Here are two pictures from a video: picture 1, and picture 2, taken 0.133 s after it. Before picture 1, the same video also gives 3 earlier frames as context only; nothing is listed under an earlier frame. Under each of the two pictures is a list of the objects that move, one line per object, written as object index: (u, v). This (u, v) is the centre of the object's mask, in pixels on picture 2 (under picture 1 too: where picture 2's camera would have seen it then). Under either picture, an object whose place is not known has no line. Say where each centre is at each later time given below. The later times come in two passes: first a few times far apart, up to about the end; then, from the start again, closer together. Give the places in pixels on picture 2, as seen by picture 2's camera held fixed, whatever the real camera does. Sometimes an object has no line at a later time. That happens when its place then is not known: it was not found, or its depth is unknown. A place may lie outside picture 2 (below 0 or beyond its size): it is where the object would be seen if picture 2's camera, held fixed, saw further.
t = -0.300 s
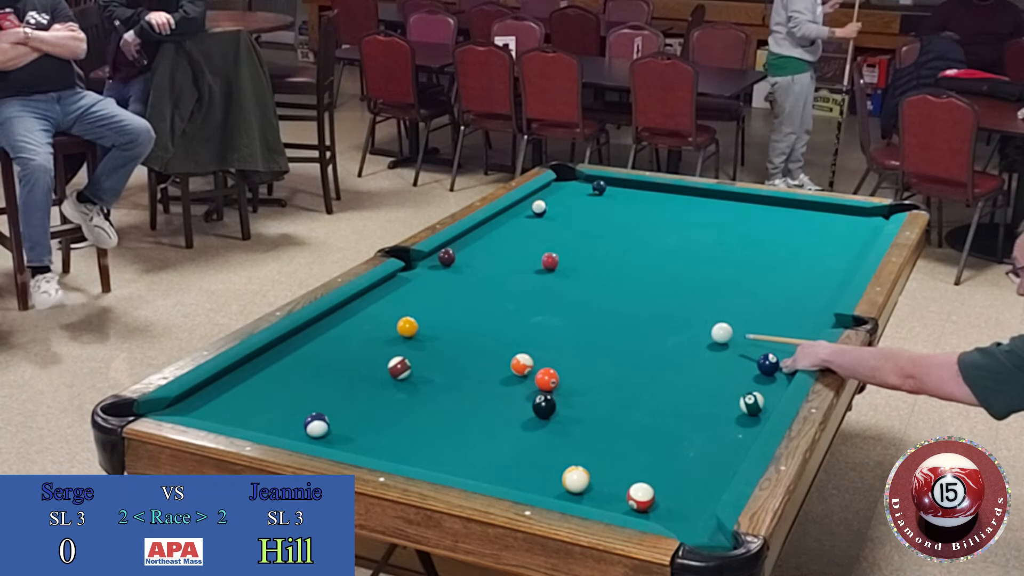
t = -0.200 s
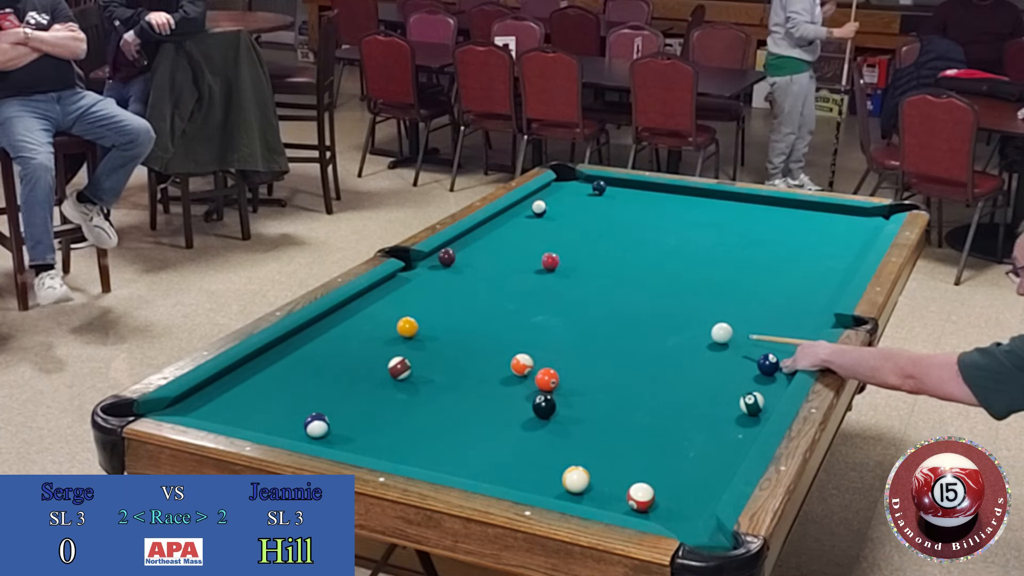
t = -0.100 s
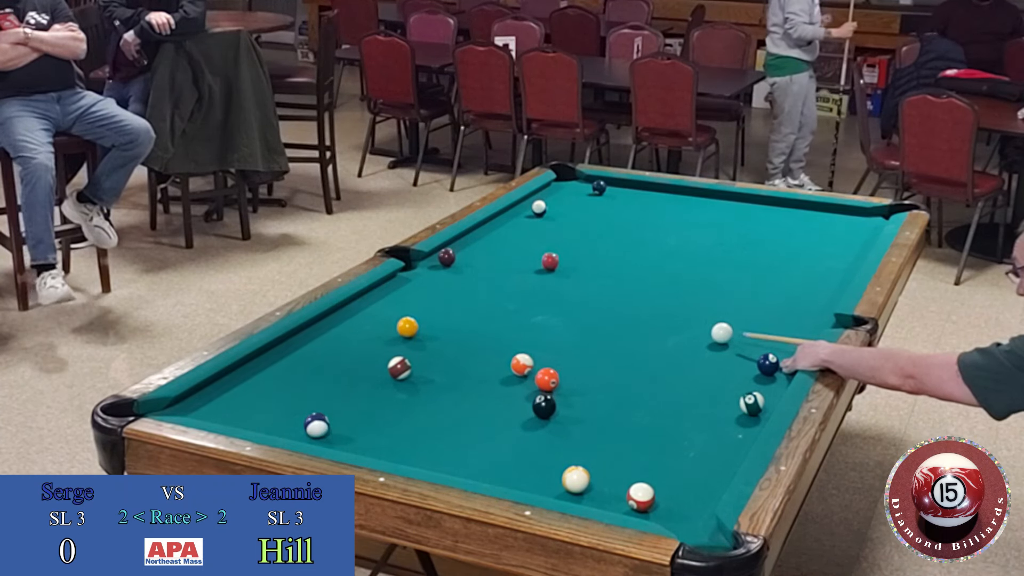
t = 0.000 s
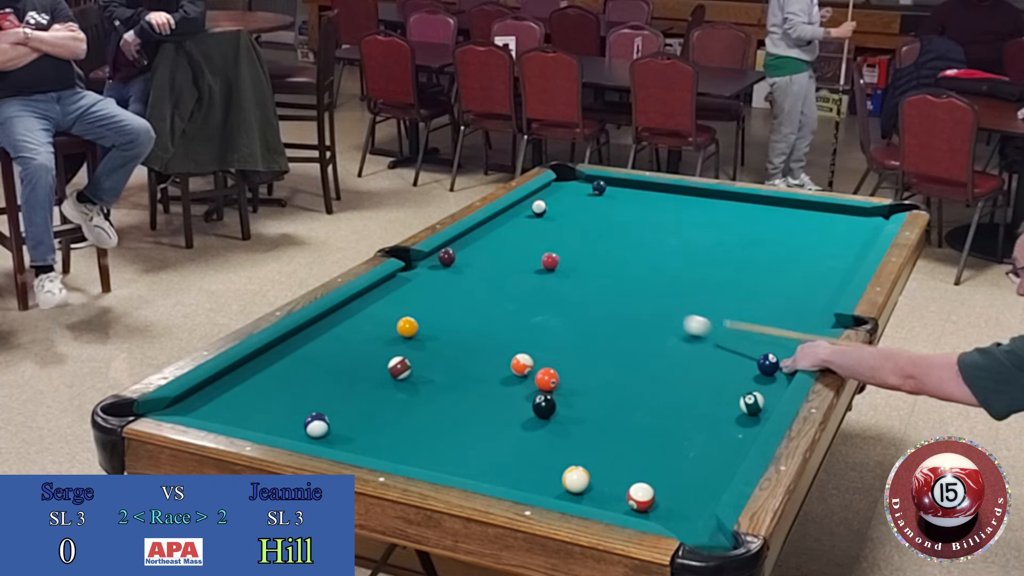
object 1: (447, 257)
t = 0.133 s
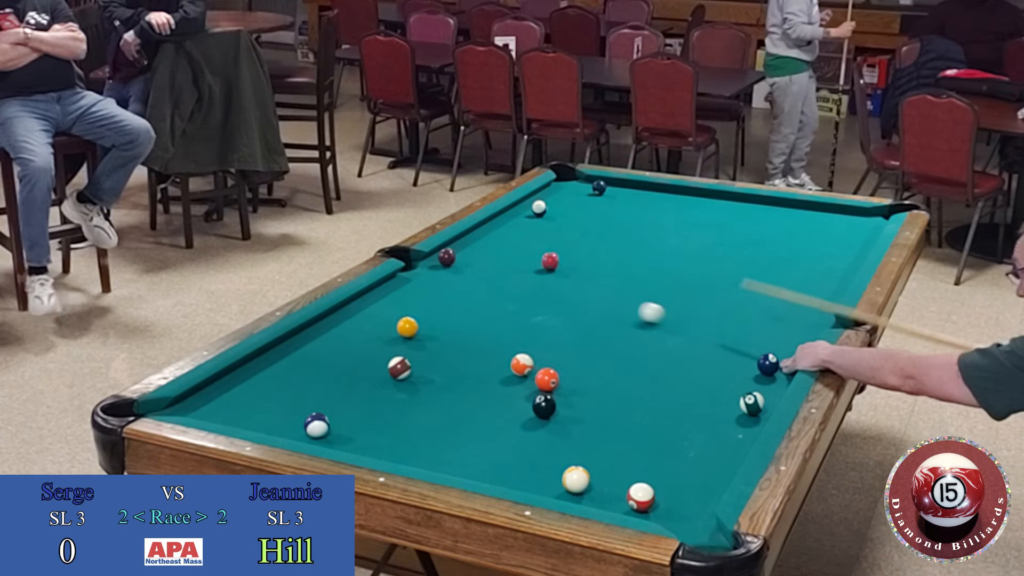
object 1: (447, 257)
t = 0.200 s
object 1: (447, 257)
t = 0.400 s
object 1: (447, 257)
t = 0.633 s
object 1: (447, 257)
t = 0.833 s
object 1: (437, 255)
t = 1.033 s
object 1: (434, 260)
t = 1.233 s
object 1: (437, 266)
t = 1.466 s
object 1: (441, 272)
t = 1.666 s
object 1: (444, 278)
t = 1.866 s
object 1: (446, 282)
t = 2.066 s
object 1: (449, 287)
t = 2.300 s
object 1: (451, 292)
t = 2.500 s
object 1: (453, 296)
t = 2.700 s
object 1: (455, 300)
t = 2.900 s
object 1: (457, 304)
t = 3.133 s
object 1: (459, 308)
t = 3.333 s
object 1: (460, 310)
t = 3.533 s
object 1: (461, 313)
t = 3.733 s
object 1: (461, 315)
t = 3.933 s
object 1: (462, 317)
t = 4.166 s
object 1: (462, 319)
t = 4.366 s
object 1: (462, 320)
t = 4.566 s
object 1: (463, 321)
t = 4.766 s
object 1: (463, 321)
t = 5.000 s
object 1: (463, 320)
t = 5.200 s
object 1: (463, 320)
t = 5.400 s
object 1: (463, 320)
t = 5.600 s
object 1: (463, 321)
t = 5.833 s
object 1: (463, 320)
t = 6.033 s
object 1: (463, 320)
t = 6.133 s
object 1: (463, 321)
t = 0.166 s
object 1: (447, 257)
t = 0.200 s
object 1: (447, 257)
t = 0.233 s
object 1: (447, 257)
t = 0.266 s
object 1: (447, 257)
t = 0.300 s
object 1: (447, 257)
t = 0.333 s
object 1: (447, 257)
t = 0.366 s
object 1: (447, 257)
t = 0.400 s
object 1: (447, 257)
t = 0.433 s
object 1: (447, 257)
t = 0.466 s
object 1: (447, 257)
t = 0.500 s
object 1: (447, 257)
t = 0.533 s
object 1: (447, 257)
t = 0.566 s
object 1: (447, 257)
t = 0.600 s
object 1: (447, 257)
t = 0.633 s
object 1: (447, 257)
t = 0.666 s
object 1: (447, 257)
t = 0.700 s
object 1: (447, 257)
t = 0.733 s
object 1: (447, 257)
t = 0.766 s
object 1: (446, 257)
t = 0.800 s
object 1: (444, 256)
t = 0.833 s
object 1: (437, 255)
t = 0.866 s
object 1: (432, 256)
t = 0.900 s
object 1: (432, 257)
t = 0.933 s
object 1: (433, 258)
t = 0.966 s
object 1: (433, 259)
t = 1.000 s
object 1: (434, 259)
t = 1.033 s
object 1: (434, 260)
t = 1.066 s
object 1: (435, 261)
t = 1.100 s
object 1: (435, 262)
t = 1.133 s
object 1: (436, 263)
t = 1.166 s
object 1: (436, 264)
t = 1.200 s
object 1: (437, 265)
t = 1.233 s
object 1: (437, 266)
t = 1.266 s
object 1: (438, 267)
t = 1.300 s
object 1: (438, 268)
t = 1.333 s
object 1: (439, 269)
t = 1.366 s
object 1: (439, 270)
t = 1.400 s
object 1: (440, 271)
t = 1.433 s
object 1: (440, 271)
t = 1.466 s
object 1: (441, 272)
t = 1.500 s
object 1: (441, 273)
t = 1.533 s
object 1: (441, 274)
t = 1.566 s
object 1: (442, 275)
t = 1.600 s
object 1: (443, 276)
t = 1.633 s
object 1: (443, 277)
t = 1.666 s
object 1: (444, 278)
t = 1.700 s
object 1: (444, 279)
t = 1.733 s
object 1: (444, 279)
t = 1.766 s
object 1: (445, 280)
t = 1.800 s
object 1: (445, 281)
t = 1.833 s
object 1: (446, 282)
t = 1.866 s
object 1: (446, 282)
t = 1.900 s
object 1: (447, 283)
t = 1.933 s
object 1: (447, 284)
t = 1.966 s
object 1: (447, 285)
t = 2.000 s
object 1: (448, 286)
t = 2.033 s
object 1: (448, 286)
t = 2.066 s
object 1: (449, 287)
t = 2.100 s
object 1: (449, 288)
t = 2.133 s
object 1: (449, 288)
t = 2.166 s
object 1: (450, 289)
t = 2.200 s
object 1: (450, 290)
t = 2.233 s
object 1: (450, 291)
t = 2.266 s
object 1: (451, 291)
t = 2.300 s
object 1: (451, 292)
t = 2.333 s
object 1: (451, 293)
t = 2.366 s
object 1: (452, 293)
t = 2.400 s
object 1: (452, 295)
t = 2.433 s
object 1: (453, 295)
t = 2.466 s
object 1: (453, 296)
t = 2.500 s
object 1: (453, 296)
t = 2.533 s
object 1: (454, 297)
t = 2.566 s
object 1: (454, 298)
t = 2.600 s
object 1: (454, 299)
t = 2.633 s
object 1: (455, 299)
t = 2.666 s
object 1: (455, 300)
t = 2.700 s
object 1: (455, 300)
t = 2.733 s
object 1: (456, 301)
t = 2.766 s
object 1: (456, 301)
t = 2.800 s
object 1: (456, 302)
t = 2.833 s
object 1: (457, 302)
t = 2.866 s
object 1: (457, 303)
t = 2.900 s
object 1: (457, 304)
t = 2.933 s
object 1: (458, 304)
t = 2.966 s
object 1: (458, 305)
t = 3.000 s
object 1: (458, 306)
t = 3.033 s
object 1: (458, 306)
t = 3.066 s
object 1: (459, 307)
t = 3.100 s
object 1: (459, 307)
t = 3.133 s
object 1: (459, 308)
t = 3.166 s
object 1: (459, 308)
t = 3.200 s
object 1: (459, 309)
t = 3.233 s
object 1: (460, 309)
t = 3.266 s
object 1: (460, 310)
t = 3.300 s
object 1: (460, 310)
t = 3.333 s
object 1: (460, 310)
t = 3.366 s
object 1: (460, 311)
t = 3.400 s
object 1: (460, 311)
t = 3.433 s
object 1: (460, 312)
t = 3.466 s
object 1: (460, 312)
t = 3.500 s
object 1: (461, 313)
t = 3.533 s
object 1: (461, 313)
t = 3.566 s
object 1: (461, 313)
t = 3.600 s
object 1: (461, 314)
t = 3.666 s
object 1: (461, 314)
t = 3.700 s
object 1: (461, 315)
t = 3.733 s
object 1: (461, 315)
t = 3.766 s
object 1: (462, 316)
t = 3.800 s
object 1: (462, 316)
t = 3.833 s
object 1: (462, 316)
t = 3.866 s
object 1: (462, 317)
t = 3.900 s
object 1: (462, 317)
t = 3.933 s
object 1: (462, 317)
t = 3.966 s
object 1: (462, 317)
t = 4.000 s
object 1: (462, 318)
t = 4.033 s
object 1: (462, 318)
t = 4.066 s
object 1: (462, 318)
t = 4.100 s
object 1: (462, 318)
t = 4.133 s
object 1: (462, 319)
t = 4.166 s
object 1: (462, 319)
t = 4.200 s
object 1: (462, 319)
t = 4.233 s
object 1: (462, 319)
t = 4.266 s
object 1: (462, 320)
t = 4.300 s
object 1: (462, 320)
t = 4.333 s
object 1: (462, 320)
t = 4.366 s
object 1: (462, 320)
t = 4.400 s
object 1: (462, 320)
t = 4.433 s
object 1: (462, 321)
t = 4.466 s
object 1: (463, 320)
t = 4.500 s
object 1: (463, 320)
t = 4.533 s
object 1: (463, 321)
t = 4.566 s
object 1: (463, 321)
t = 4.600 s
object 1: (463, 321)
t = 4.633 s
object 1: (463, 321)
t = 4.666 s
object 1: (463, 321)
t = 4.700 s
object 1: (463, 321)
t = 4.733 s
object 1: (463, 321)
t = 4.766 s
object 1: (463, 321)
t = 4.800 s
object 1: (463, 321)
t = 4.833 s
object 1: (463, 320)
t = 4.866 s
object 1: (463, 320)
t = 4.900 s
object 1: (463, 320)
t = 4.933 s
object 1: (463, 321)
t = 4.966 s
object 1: (463, 320)
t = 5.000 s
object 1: (463, 320)
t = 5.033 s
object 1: (463, 321)
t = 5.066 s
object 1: (463, 320)
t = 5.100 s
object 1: (463, 320)
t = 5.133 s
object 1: (463, 320)
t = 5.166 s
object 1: (463, 320)
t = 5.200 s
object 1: (463, 320)
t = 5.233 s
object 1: (463, 320)
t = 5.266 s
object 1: (463, 321)
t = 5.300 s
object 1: (463, 320)
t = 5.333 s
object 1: (463, 320)
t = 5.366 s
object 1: (463, 321)
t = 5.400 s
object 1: (463, 320)
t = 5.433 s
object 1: (463, 320)
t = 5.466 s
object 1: (463, 320)
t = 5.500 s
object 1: (463, 320)
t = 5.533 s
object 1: (463, 320)
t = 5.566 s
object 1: (463, 320)
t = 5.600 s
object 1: (463, 321)
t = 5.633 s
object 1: (463, 320)
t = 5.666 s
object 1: (463, 320)
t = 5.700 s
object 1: (463, 321)
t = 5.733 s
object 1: (463, 320)
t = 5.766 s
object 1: (463, 321)
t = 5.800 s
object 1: (463, 320)
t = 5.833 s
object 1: (463, 320)
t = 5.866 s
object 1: (463, 320)
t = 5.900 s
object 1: (463, 320)
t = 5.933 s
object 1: (463, 320)
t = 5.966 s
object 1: (463, 321)
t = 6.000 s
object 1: (463, 321)
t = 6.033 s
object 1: (463, 320)
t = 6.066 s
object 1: (463, 320)
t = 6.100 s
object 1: (463, 320)
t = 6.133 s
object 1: (463, 321)
